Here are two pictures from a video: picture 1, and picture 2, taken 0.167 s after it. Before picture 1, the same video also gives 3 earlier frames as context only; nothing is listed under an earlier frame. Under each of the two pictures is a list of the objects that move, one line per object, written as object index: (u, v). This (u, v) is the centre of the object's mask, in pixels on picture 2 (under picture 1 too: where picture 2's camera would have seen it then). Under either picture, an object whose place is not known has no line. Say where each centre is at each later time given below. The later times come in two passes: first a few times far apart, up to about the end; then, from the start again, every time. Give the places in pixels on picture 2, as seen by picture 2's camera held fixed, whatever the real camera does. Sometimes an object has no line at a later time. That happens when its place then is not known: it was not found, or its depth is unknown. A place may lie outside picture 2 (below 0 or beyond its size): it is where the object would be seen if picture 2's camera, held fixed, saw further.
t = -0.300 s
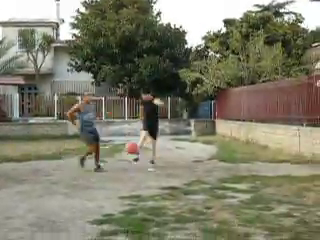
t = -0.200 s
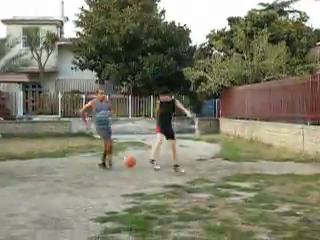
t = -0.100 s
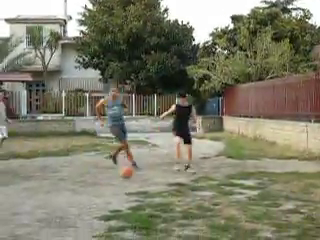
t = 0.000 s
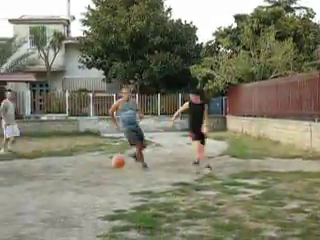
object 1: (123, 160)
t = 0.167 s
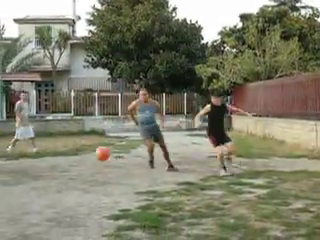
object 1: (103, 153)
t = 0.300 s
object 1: (85, 160)
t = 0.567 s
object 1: (46, 179)
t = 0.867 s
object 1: (-7, 172)
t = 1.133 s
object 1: (-61, 204)
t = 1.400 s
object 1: (-128, 191)
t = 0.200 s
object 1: (99, 153)
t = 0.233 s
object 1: (93, 155)
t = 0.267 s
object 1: (89, 156)
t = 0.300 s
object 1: (85, 160)
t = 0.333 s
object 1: (80, 163)
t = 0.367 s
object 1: (75, 167)
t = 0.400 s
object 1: (72, 173)
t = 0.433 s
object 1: (66, 178)
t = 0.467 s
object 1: (61, 185)
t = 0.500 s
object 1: (56, 190)
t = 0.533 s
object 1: (51, 184)
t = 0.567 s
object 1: (46, 179)
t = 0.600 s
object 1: (40, 176)
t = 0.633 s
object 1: (34, 172)
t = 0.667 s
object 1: (29, 170)
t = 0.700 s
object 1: (25, 168)
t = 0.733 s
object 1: (18, 168)
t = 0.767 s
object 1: (12, 168)
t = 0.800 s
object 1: (7, 169)
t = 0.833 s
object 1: (0, 169)
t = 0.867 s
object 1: (-7, 172)
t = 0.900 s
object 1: (-12, 175)
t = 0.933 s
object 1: (-19, 180)
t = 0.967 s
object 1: (-25, 187)
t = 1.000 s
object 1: (-32, 192)
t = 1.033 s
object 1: (-39, 200)
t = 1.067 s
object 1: (-46, 210)
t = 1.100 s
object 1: (-54, 209)
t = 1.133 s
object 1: (-61, 204)
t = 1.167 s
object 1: (-69, 200)
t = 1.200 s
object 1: (-75, 196)
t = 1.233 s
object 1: (-84, 191)
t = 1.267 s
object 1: (-93, 189)
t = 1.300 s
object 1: (-101, 187)
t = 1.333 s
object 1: (-110, 187)
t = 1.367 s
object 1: (-119, 188)
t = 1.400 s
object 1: (-128, 191)
